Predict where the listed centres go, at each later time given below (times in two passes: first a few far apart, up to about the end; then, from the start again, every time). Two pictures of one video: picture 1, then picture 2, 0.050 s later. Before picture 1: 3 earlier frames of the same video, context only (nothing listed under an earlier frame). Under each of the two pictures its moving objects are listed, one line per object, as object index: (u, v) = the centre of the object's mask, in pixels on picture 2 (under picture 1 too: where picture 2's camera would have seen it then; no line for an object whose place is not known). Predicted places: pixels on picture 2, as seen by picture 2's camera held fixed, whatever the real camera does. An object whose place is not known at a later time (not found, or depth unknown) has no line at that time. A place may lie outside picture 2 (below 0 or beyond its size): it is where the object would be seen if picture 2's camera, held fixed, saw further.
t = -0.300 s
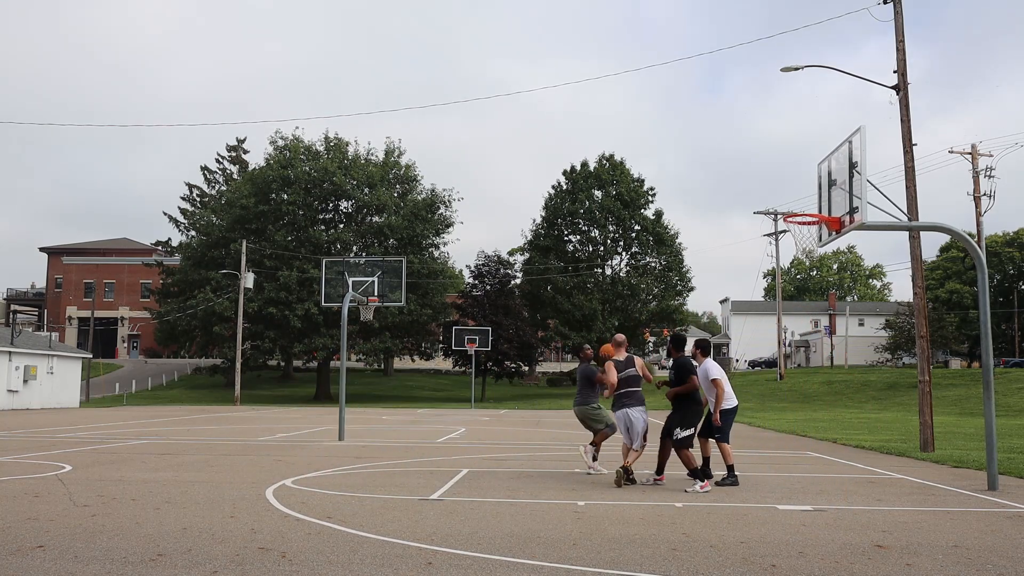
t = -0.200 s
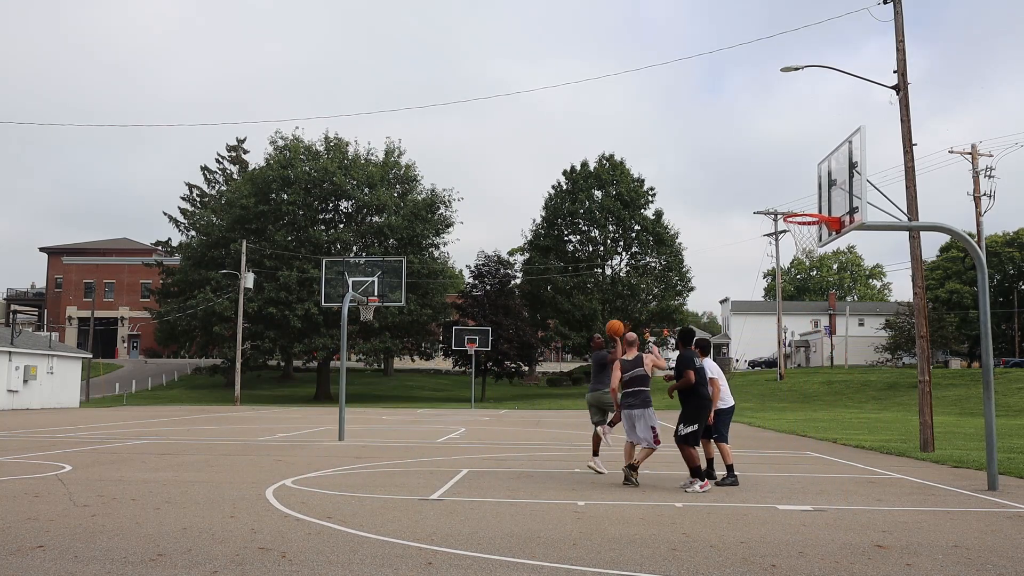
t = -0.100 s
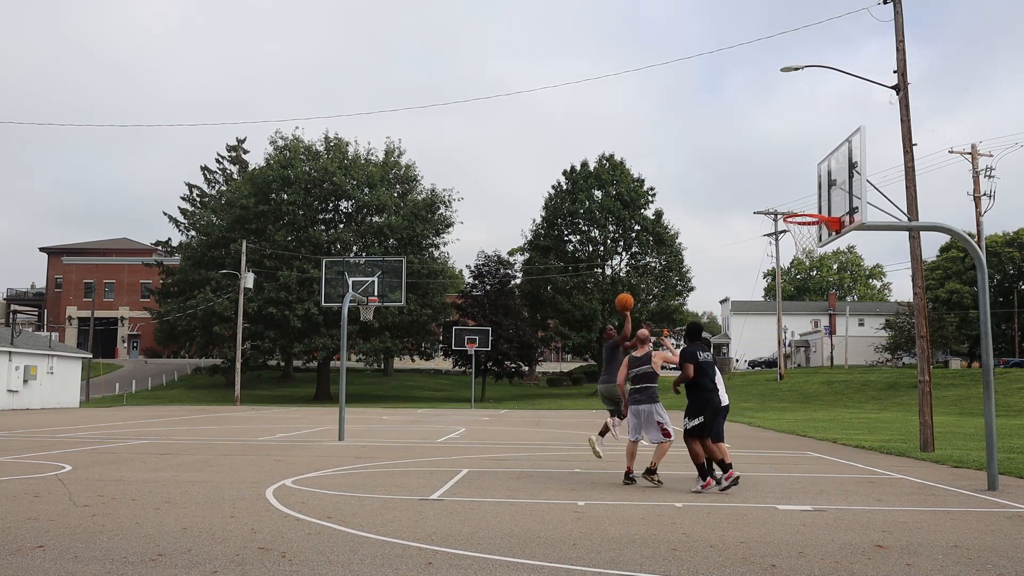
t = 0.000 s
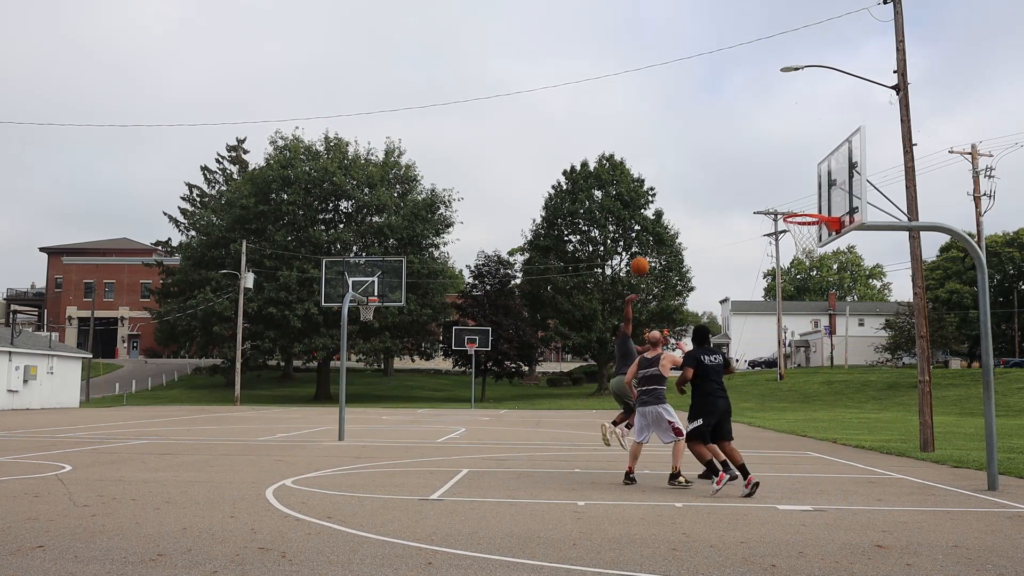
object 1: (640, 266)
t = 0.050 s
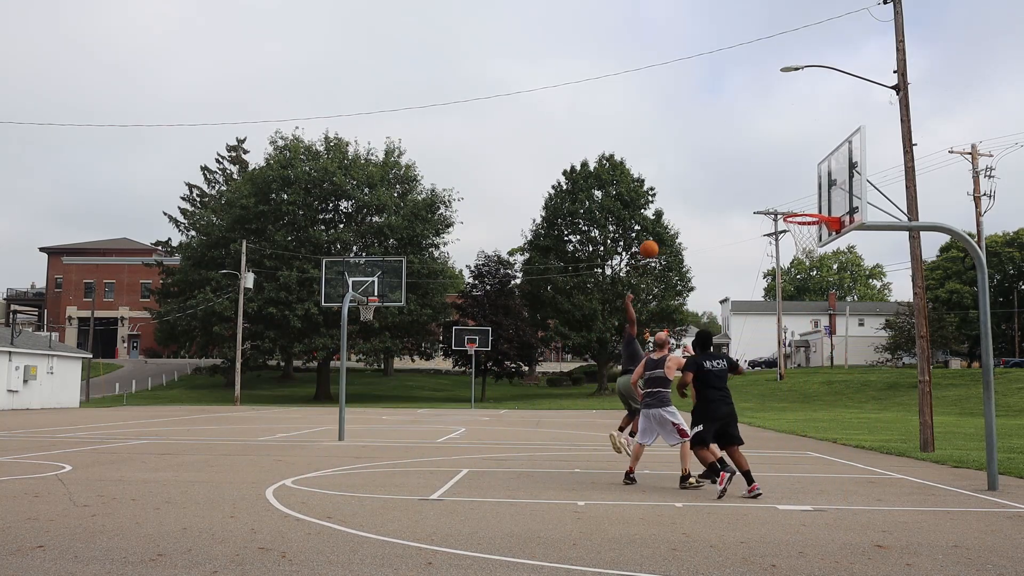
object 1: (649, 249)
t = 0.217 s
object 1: (681, 207)
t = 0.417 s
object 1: (721, 181)
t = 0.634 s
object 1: (767, 188)
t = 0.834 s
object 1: (811, 221)
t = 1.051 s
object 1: (807, 239)
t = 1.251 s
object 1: (793, 249)
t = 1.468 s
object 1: (784, 290)
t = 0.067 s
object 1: (652, 244)
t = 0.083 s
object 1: (655, 239)
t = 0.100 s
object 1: (658, 235)
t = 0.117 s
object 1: (661, 230)
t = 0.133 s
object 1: (664, 226)
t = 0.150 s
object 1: (667, 221)
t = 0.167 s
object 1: (671, 218)
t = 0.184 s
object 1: (674, 214)
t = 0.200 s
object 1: (677, 210)
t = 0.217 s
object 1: (681, 207)
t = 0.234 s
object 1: (684, 203)
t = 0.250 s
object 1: (687, 200)
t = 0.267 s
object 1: (690, 198)
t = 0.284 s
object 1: (694, 195)
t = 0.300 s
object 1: (697, 192)
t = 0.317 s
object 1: (701, 190)
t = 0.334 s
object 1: (704, 188)
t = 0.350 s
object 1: (707, 186)
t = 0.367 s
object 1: (710, 185)
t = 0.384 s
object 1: (714, 183)
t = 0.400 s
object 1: (717, 182)
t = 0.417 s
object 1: (721, 181)
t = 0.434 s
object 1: (724, 180)
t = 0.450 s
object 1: (728, 180)
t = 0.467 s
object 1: (731, 179)
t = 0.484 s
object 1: (735, 179)
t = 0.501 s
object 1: (738, 179)
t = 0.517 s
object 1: (742, 180)
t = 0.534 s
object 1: (745, 180)
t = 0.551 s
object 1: (749, 181)
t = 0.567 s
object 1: (753, 182)
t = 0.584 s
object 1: (756, 183)
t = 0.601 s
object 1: (760, 185)
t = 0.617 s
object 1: (764, 186)
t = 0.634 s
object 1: (767, 188)
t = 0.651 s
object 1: (771, 190)
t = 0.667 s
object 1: (775, 192)
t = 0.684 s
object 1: (779, 195)
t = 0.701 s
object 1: (783, 198)
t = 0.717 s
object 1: (787, 201)
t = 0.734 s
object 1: (790, 204)
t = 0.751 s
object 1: (794, 207)
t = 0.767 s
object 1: (798, 211)
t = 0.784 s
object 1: (801, 213)
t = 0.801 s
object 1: (805, 217)
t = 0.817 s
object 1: (808, 218)
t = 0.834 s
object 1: (811, 221)
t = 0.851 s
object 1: (811, 224)
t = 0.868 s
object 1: (812, 225)
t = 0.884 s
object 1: (813, 226)
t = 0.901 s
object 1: (814, 229)
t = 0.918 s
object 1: (815, 231)
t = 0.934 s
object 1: (814, 234)
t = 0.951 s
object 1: (814, 236)
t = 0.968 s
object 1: (814, 237)
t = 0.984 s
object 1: (812, 238)
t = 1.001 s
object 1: (811, 238)
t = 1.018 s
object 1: (810, 239)
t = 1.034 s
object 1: (809, 239)
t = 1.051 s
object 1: (807, 239)
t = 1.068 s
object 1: (806, 240)
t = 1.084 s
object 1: (804, 240)
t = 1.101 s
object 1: (803, 241)
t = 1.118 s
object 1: (802, 241)
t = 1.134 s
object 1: (800, 242)
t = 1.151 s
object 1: (799, 243)
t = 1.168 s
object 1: (798, 243)
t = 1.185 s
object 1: (797, 244)
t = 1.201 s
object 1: (796, 245)
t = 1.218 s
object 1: (795, 246)
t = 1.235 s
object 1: (794, 248)
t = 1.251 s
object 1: (793, 249)
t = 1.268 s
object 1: (792, 251)
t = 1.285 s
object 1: (792, 253)
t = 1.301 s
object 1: (791, 255)
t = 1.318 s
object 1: (790, 258)
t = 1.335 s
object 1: (789, 260)
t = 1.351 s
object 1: (788, 263)
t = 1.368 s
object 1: (788, 266)
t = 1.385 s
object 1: (787, 270)
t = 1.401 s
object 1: (787, 273)
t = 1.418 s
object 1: (786, 277)
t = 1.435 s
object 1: (785, 281)
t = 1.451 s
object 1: (785, 285)
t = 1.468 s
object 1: (784, 290)
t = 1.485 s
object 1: (783, 294)
